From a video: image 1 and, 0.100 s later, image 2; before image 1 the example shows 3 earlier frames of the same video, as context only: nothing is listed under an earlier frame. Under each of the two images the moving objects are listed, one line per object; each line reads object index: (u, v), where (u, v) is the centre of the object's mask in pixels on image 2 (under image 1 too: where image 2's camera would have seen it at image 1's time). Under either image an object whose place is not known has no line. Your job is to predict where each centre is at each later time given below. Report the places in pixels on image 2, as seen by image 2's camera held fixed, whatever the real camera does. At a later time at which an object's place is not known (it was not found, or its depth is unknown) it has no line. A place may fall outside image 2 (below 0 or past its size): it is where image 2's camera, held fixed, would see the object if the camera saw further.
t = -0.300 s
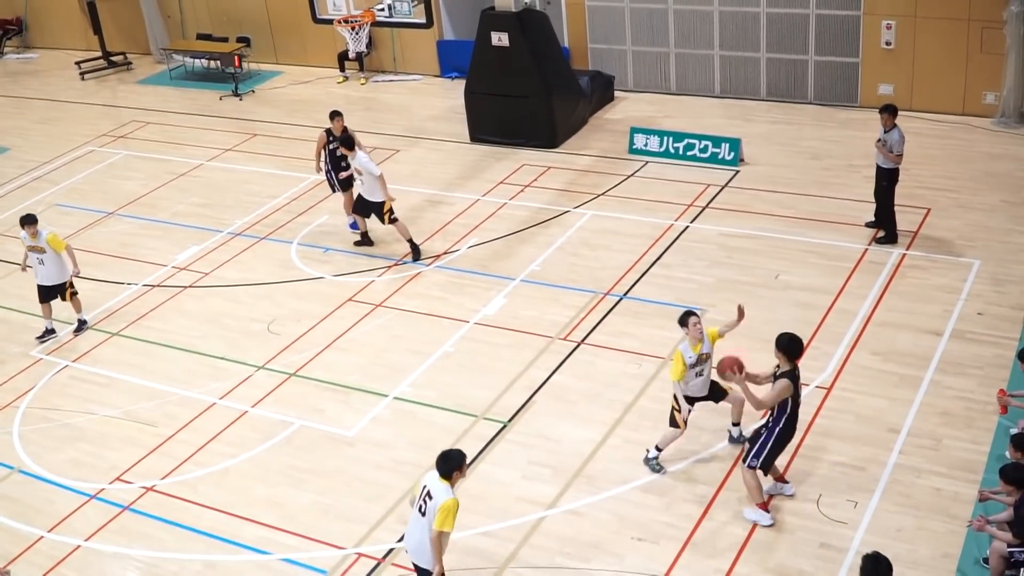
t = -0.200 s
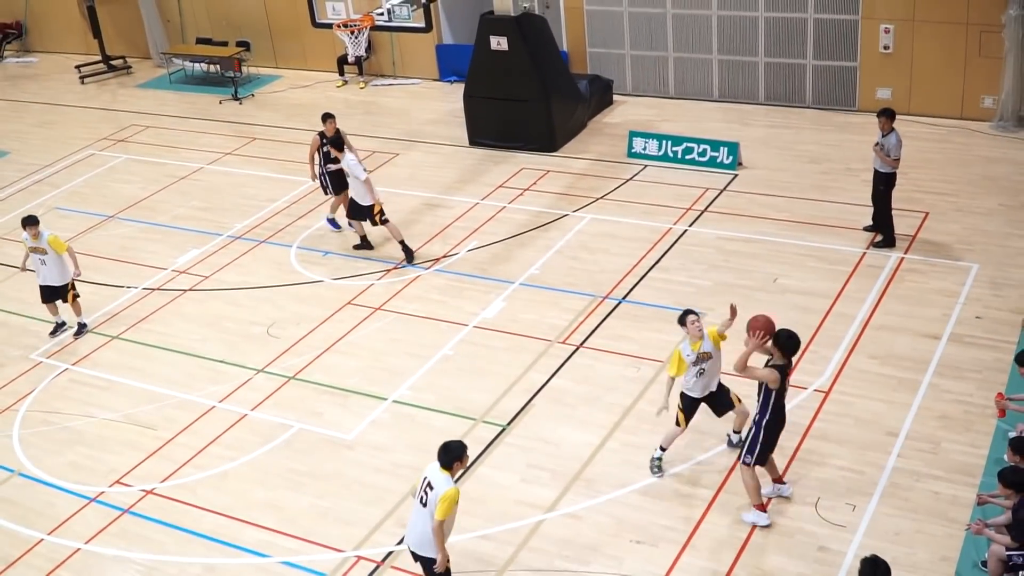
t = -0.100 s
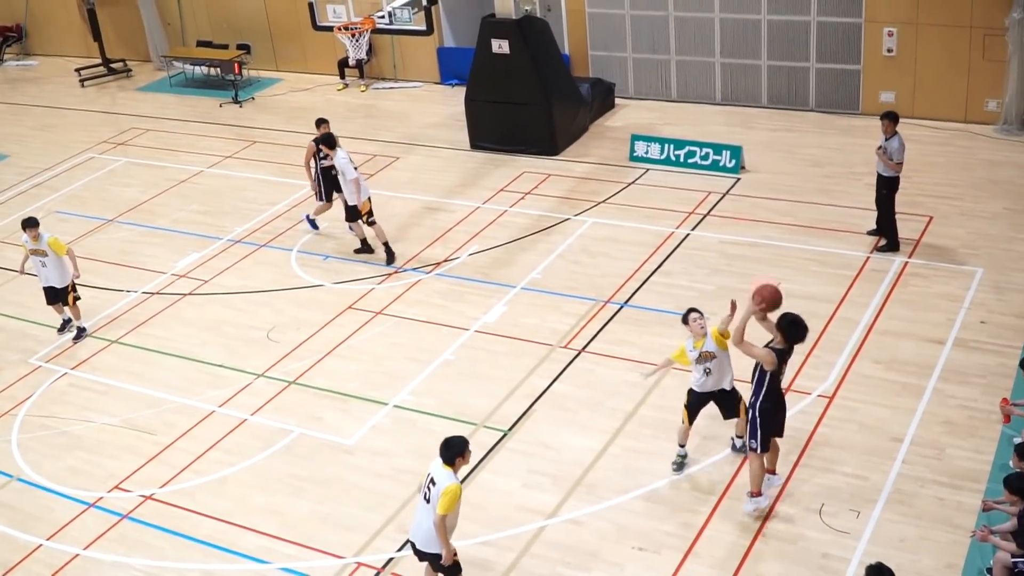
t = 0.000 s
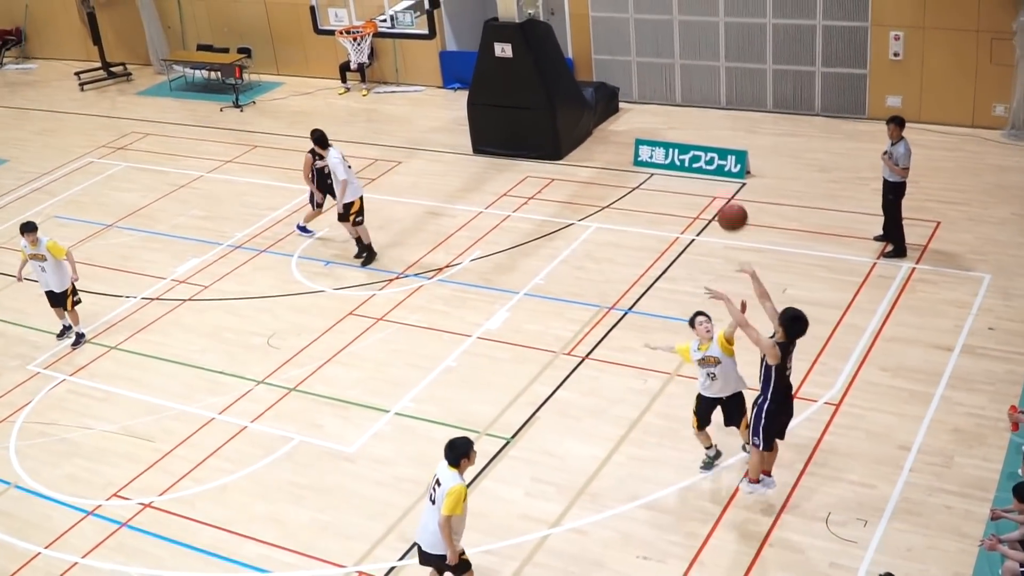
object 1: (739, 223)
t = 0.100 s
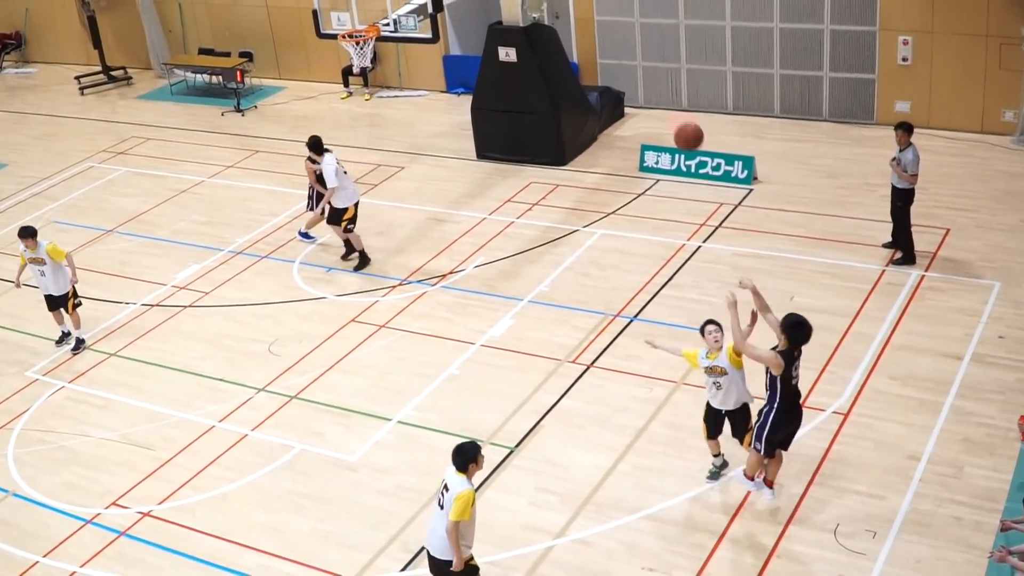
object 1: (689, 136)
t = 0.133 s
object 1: (672, 111)
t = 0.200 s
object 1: (641, 63)
